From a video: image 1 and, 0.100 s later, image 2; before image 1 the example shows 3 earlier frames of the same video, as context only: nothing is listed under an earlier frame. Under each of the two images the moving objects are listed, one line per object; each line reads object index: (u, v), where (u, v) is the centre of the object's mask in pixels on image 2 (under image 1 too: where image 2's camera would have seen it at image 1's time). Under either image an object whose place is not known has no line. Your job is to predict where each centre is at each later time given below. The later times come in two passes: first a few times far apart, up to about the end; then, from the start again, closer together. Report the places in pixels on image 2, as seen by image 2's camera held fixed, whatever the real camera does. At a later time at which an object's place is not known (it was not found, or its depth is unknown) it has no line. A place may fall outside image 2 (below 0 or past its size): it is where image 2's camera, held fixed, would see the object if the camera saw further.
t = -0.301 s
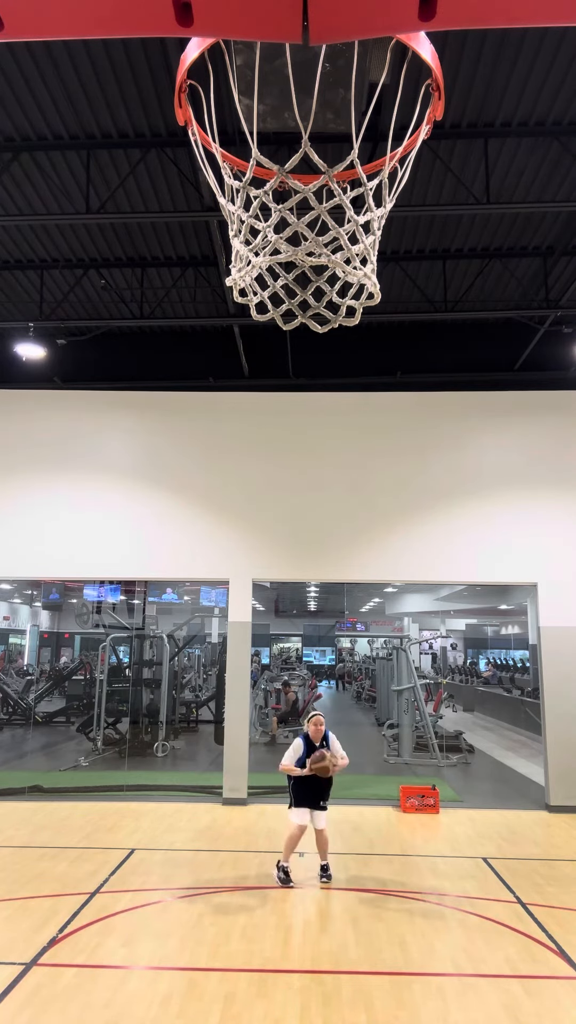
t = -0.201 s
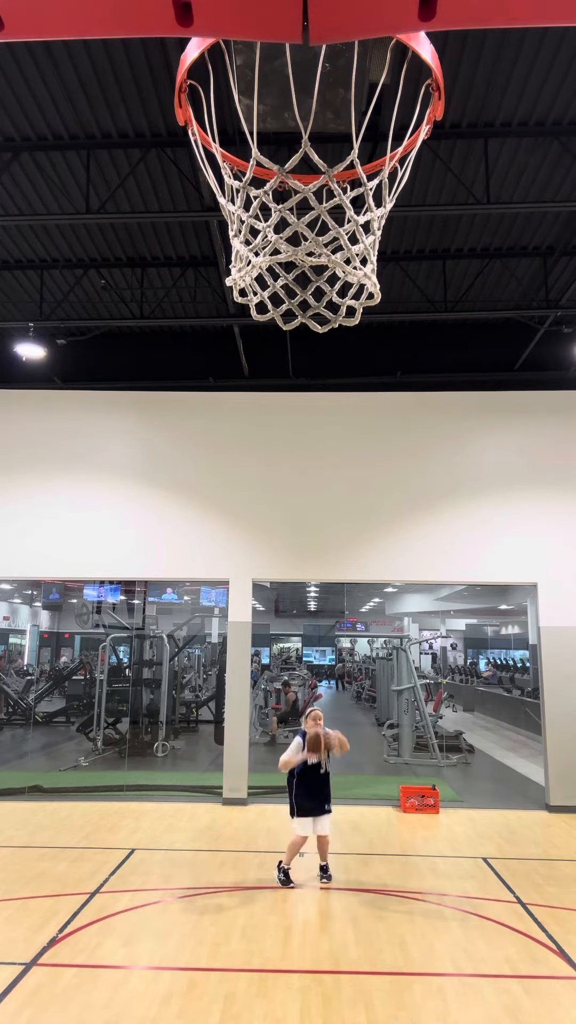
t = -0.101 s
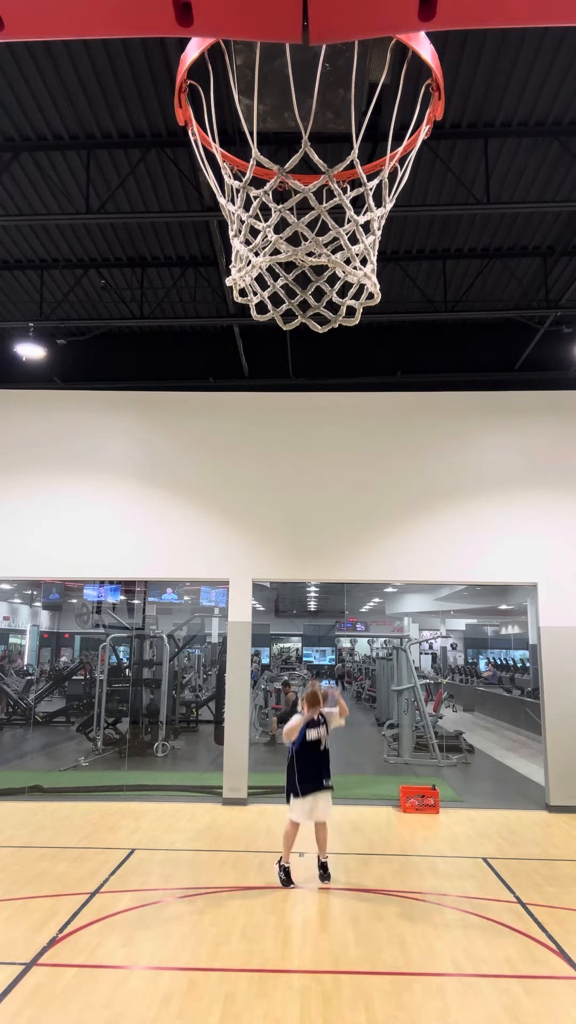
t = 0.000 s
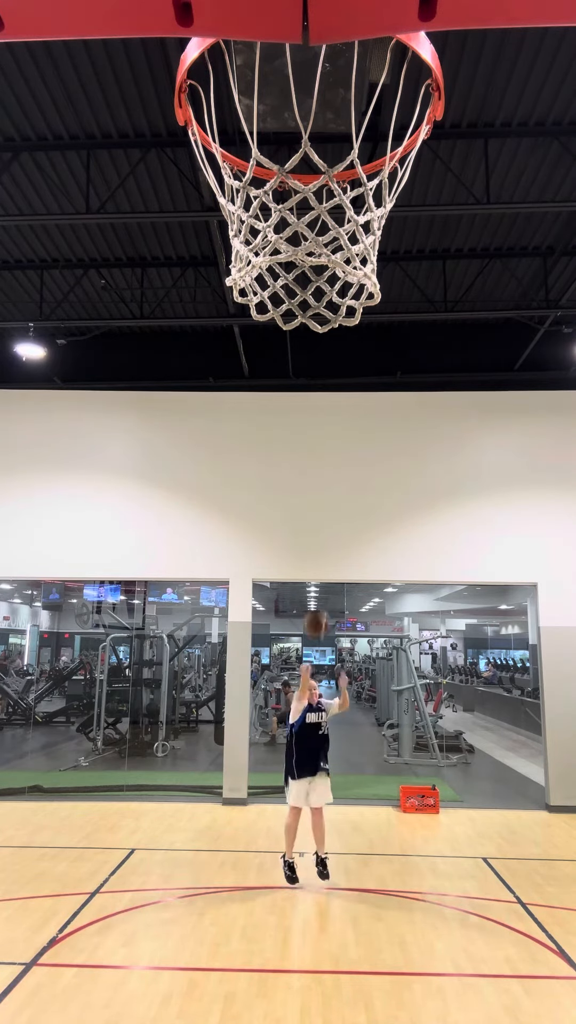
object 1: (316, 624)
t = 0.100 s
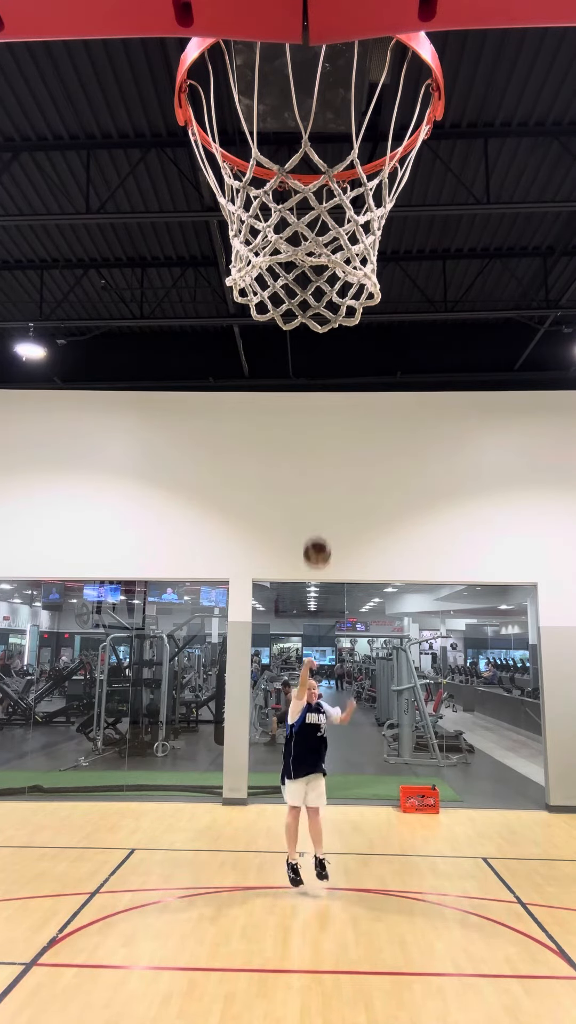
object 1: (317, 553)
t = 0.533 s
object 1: (317, 285)
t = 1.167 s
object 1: (287, 275)
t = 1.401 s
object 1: (221, 559)
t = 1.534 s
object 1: (192, 811)
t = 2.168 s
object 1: (170, 823)
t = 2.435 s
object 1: (178, 734)
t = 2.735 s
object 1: (176, 879)
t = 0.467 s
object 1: (319, 324)
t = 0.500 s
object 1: (319, 307)
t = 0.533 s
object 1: (317, 285)
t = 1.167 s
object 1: (287, 275)
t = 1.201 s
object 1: (267, 297)
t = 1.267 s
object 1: (248, 358)
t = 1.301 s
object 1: (241, 405)
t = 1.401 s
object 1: (221, 559)
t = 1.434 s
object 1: (212, 621)
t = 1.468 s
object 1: (205, 686)
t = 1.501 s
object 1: (197, 743)
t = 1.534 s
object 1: (192, 811)
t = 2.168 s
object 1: (170, 823)
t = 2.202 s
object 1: (172, 797)
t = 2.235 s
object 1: (173, 777)
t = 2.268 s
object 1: (174, 761)
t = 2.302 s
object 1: (175, 748)
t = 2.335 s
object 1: (176, 740)
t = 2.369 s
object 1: (177, 736)
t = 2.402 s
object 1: (178, 734)
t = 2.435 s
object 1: (178, 734)
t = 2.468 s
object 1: (178, 738)
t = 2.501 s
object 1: (178, 746)
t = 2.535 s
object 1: (178, 755)
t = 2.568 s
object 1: (178, 769)
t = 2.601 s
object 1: (178, 786)
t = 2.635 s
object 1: (178, 805)
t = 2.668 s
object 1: (177, 827)
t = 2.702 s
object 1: (177, 851)
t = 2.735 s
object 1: (176, 879)
